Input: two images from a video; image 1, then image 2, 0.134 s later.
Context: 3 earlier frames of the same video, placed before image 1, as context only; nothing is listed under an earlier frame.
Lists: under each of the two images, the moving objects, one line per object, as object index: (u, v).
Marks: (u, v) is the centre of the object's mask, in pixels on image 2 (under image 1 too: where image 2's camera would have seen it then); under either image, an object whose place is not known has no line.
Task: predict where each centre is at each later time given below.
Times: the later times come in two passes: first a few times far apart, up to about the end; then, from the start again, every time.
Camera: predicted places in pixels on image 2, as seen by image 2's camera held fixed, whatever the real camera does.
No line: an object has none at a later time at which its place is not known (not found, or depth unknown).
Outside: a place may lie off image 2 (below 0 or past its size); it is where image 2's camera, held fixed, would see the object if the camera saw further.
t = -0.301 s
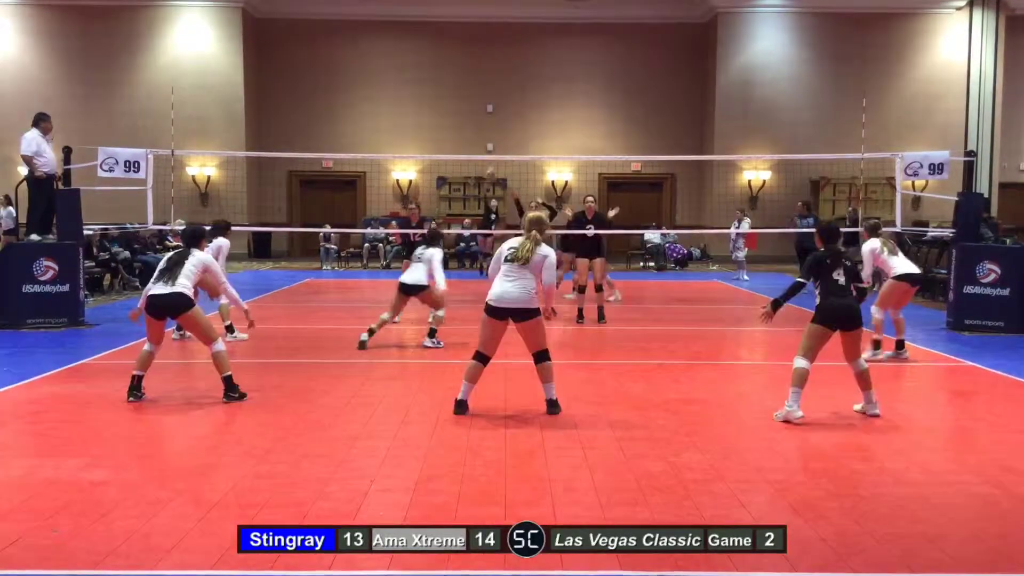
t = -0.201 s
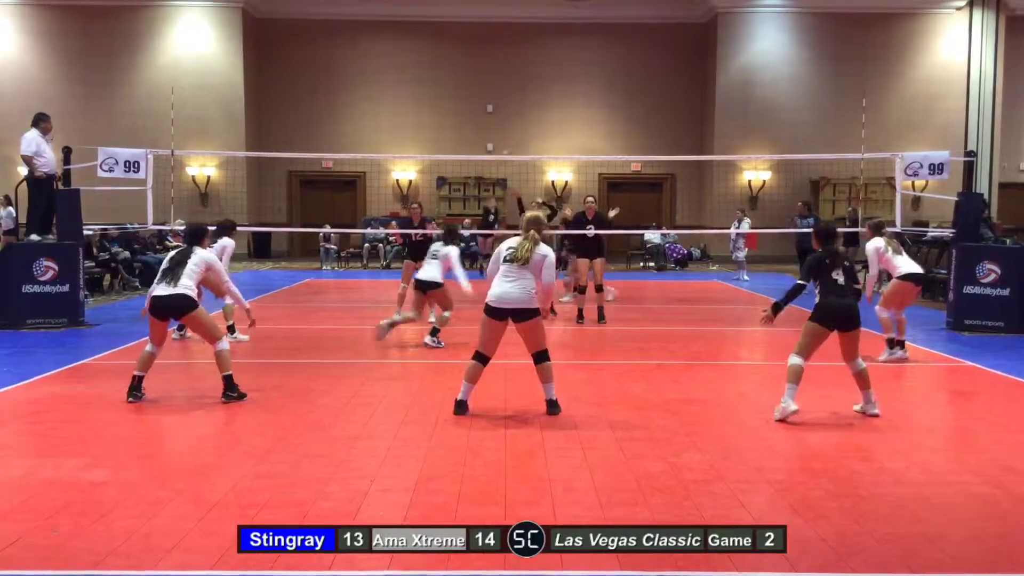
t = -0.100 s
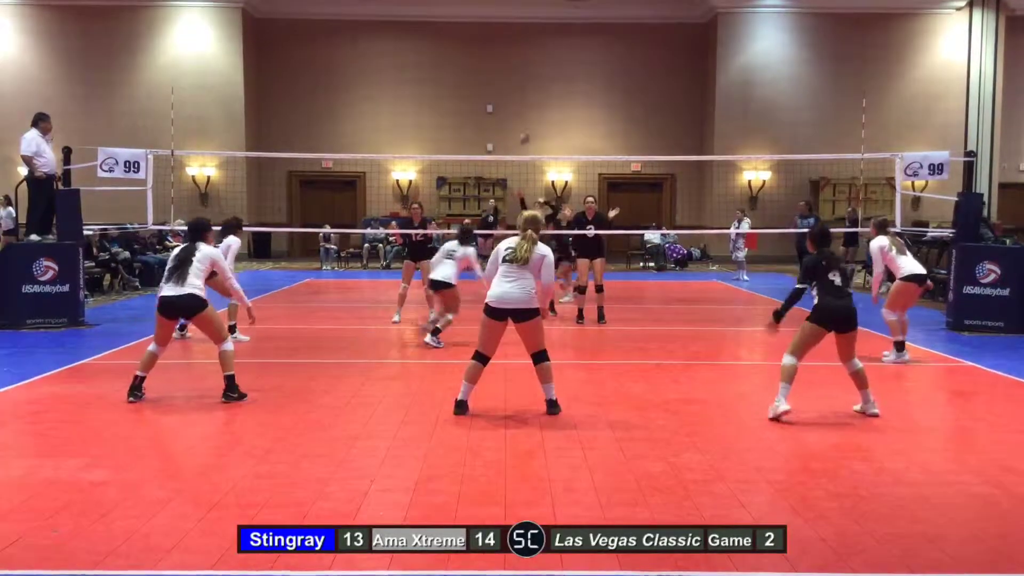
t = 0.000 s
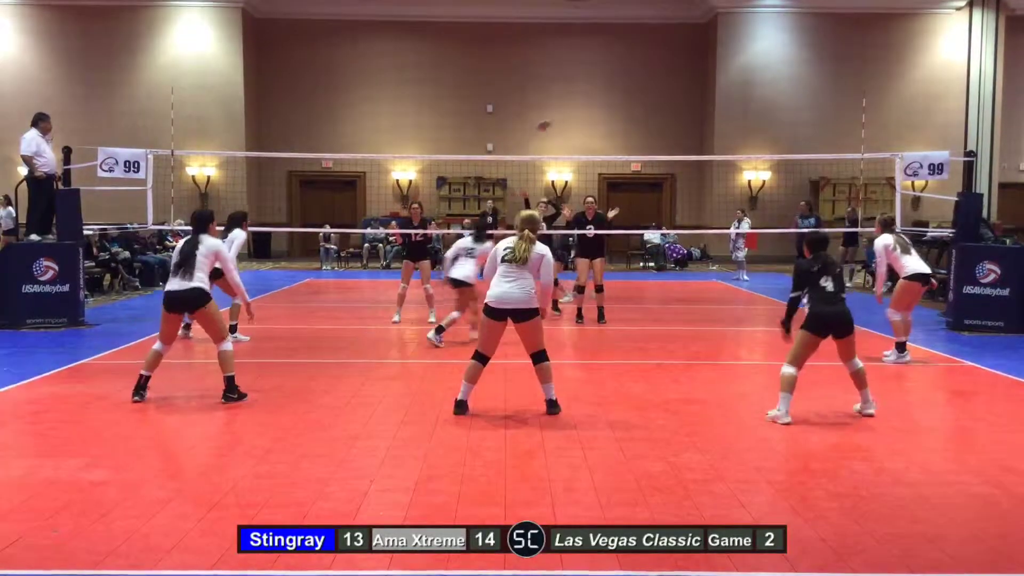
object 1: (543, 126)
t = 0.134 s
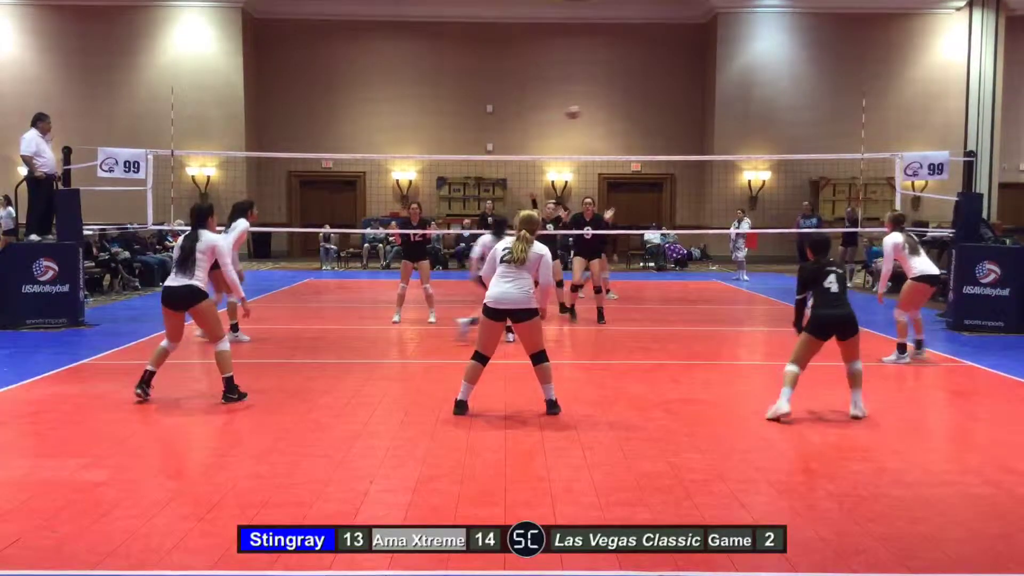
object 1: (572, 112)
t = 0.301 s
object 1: (619, 109)
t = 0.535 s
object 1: (701, 143)
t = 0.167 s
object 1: (580, 111)
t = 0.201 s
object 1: (589, 110)
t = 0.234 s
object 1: (598, 110)
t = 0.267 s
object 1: (609, 109)
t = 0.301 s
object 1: (619, 109)
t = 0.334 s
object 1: (629, 109)
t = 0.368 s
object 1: (640, 112)
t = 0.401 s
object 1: (651, 115)
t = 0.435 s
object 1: (661, 119)
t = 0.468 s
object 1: (675, 127)
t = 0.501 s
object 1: (687, 133)
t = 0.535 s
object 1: (701, 143)
